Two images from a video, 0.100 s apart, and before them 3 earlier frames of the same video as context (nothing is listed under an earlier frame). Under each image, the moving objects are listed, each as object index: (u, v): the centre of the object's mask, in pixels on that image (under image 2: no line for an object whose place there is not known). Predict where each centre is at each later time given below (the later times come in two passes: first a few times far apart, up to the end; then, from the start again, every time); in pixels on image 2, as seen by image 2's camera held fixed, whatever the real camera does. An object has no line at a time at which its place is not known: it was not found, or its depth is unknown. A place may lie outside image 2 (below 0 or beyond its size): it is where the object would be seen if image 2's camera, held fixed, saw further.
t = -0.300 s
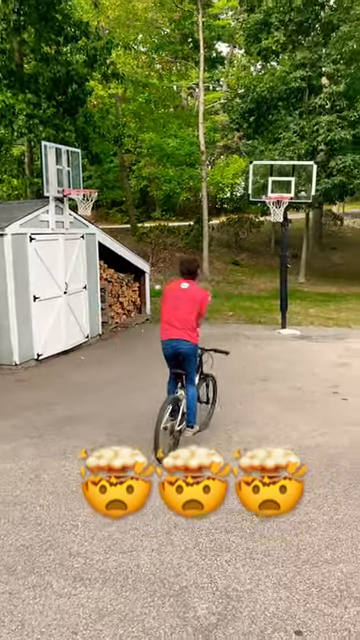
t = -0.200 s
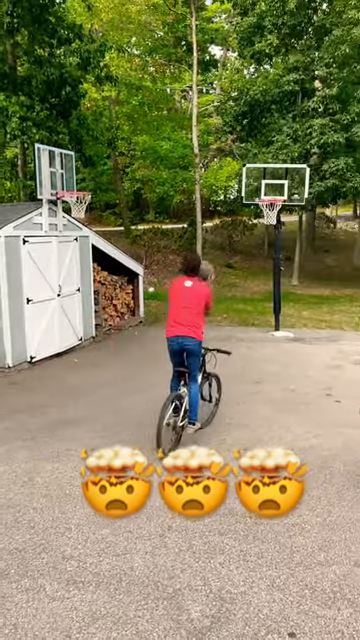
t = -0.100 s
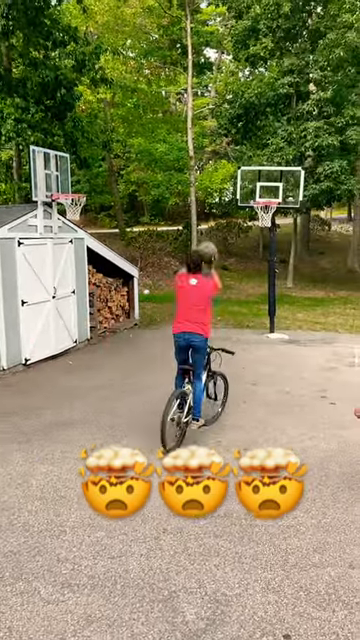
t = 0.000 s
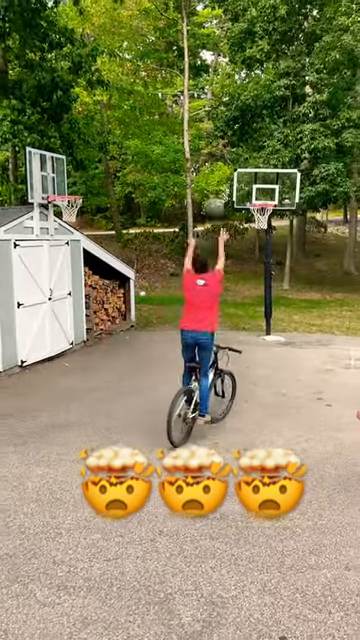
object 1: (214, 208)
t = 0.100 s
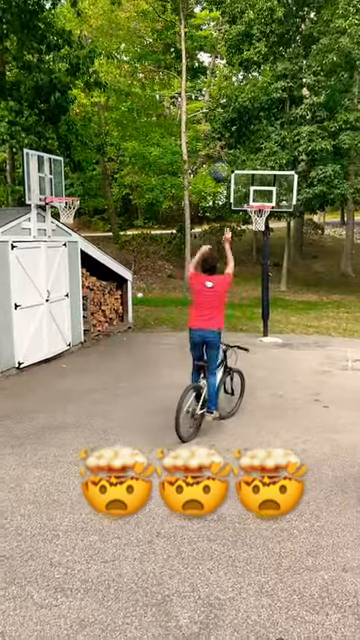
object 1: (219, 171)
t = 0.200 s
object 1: (226, 146)
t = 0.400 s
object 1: (240, 126)
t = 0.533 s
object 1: (246, 129)
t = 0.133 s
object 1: (221, 162)
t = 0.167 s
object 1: (224, 151)
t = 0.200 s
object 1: (226, 146)
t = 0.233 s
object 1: (229, 139)
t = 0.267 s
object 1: (231, 135)
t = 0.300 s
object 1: (233, 132)
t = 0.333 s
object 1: (236, 129)
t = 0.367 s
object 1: (237, 127)
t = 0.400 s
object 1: (240, 126)
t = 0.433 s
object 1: (242, 125)
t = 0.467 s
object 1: (243, 126)
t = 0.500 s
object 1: (245, 127)
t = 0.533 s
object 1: (246, 129)
